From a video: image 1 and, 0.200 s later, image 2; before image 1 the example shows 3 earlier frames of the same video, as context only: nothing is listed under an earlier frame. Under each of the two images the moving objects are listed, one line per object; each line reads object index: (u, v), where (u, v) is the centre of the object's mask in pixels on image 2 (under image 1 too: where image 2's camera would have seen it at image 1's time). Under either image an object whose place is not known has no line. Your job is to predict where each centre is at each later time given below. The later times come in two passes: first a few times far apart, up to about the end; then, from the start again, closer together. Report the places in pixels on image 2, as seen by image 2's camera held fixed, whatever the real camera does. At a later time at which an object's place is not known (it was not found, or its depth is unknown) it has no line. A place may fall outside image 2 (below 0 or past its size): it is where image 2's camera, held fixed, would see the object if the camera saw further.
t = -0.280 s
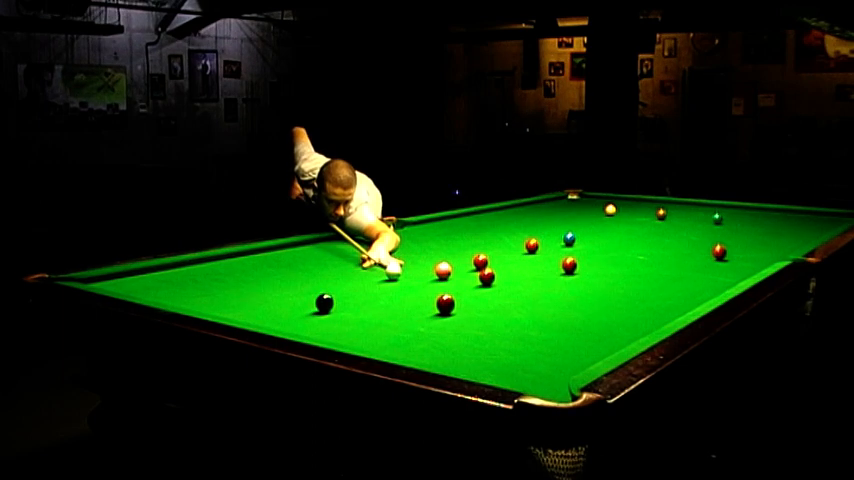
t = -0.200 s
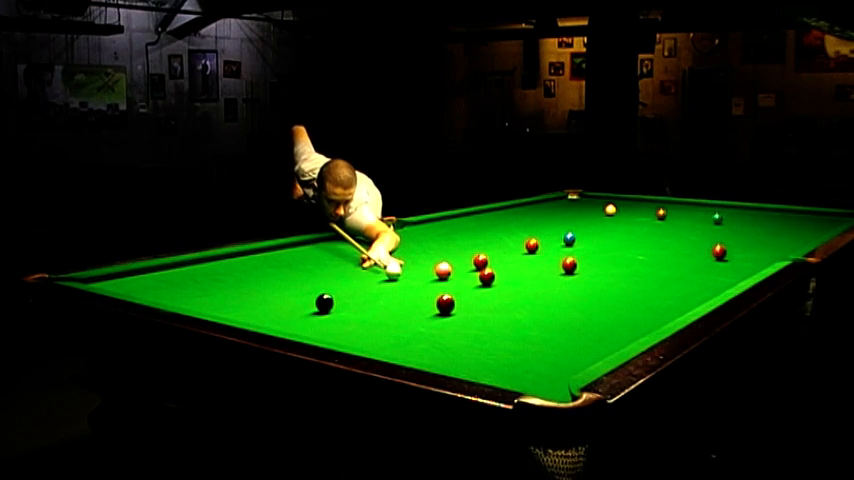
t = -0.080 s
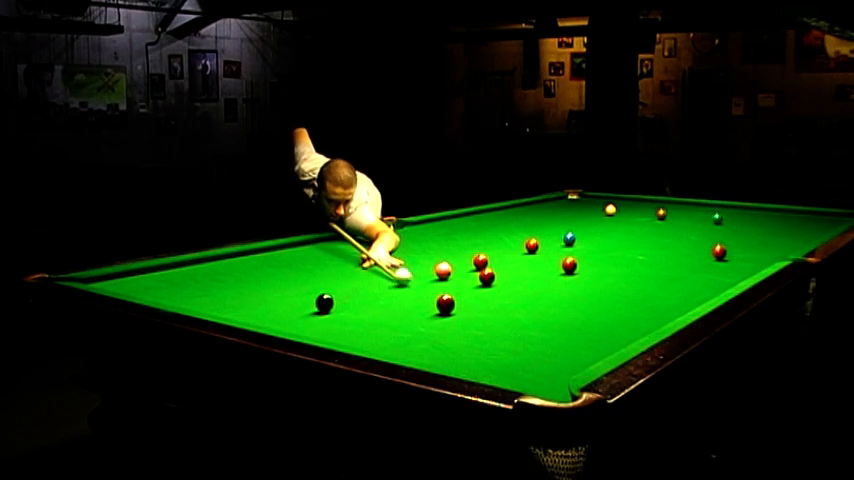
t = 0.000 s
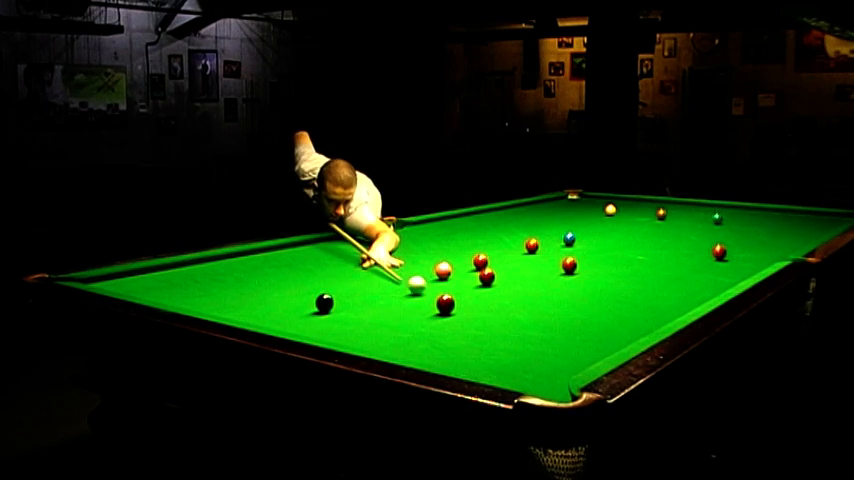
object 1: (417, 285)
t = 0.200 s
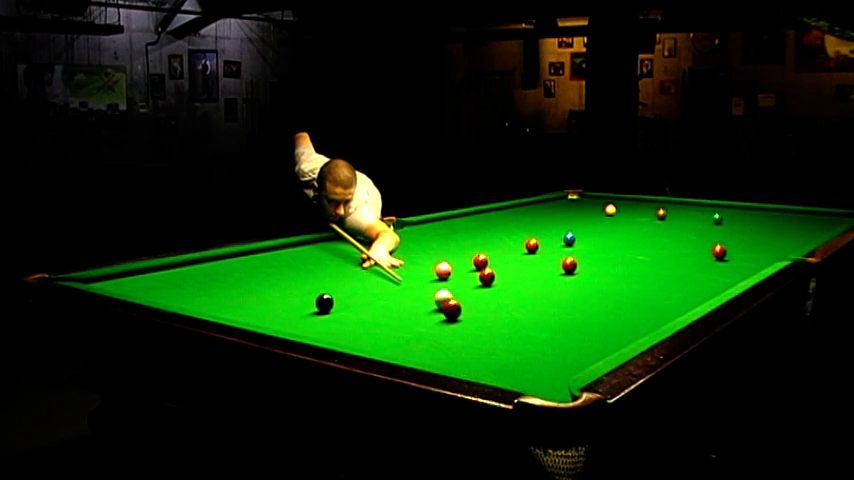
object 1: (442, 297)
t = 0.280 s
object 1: (446, 299)
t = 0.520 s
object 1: (454, 298)
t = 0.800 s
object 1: (460, 298)
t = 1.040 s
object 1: (464, 298)
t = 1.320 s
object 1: (466, 298)
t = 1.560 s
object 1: (466, 298)
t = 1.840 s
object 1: (466, 298)
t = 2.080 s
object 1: (466, 298)
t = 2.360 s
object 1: (466, 298)
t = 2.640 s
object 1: (466, 298)
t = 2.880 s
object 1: (466, 298)
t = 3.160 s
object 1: (466, 298)
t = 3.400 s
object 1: (466, 298)
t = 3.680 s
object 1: (466, 298)
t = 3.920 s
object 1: (466, 298)
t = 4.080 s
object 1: (466, 298)
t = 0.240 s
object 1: (445, 299)
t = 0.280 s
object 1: (446, 299)
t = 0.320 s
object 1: (447, 299)
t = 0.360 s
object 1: (449, 299)
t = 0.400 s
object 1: (450, 299)
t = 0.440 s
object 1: (451, 298)
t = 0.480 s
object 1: (453, 298)
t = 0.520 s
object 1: (454, 298)
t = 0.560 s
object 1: (455, 298)
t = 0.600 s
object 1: (456, 298)
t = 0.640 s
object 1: (457, 298)
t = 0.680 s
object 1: (458, 298)
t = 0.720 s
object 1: (459, 298)
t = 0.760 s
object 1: (460, 298)
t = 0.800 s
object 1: (460, 298)
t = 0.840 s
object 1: (461, 298)
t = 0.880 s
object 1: (462, 298)
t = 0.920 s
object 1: (462, 298)
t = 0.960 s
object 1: (463, 298)
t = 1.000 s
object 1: (464, 298)
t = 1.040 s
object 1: (464, 298)
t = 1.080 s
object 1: (465, 298)
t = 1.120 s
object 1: (465, 298)
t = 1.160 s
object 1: (465, 298)
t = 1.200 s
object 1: (465, 298)
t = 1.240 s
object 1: (466, 298)
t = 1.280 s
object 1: (466, 298)
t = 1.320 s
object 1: (466, 298)
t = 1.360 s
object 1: (466, 298)
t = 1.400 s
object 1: (466, 298)
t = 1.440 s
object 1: (466, 298)
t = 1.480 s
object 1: (466, 298)
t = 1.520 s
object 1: (466, 298)
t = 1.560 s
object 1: (466, 298)
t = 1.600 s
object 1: (466, 298)
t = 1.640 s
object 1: (466, 298)
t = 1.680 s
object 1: (466, 298)
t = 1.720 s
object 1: (466, 298)
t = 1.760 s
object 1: (466, 298)
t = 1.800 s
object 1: (466, 298)
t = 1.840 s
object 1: (466, 298)
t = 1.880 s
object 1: (466, 298)
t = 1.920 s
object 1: (466, 298)
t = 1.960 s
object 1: (466, 298)
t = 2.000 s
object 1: (466, 298)
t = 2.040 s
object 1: (466, 298)
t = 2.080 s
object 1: (466, 298)
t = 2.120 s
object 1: (466, 298)
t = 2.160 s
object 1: (466, 298)
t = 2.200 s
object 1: (466, 298)
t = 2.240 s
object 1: (466, 298)
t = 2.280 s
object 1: (466, 298)
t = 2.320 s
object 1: (466, 298)
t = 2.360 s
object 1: (466, 298)
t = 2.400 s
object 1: (466, 298)
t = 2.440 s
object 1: (466, 298)
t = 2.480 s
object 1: (466, 298)
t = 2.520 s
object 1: (466, 298)
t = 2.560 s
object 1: (466, 298)
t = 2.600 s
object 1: (466, 298)
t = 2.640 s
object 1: (466, 298)
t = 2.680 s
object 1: (466, 298)
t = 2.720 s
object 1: (466, 298)
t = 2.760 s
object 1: (466, 298)
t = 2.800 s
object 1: (466, 298)
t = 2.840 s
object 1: (466, 298)
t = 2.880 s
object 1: (466, 298)
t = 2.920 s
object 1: (466, 298)
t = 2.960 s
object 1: (466, 298)
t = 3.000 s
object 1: (466, 298)
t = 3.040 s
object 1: (466, 298)
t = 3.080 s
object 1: (466, 298)
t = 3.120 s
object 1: (466, 298)
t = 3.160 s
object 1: (466, 298)
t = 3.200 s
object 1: (466, 298)
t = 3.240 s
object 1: (466, 298)
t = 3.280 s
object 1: (466, 298)
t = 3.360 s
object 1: (466, 298)
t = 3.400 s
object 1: (466, 298)
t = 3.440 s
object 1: (466, 298)
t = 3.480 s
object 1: (466, 298)
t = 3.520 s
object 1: (466, 298)
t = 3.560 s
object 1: (466, 298)
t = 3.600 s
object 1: (466, 298)
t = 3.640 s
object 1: (466, 298)
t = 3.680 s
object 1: (466, 298)
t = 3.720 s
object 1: (466, 298)
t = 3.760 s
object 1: (466, 298)
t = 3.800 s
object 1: (466, 298)
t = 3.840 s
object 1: (466, 298)
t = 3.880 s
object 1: (466, 298)
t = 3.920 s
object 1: (466, 298)
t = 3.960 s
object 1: (466, 298)
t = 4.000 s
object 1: (466, 298)
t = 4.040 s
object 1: (466, 298)
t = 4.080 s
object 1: (466, 298)
